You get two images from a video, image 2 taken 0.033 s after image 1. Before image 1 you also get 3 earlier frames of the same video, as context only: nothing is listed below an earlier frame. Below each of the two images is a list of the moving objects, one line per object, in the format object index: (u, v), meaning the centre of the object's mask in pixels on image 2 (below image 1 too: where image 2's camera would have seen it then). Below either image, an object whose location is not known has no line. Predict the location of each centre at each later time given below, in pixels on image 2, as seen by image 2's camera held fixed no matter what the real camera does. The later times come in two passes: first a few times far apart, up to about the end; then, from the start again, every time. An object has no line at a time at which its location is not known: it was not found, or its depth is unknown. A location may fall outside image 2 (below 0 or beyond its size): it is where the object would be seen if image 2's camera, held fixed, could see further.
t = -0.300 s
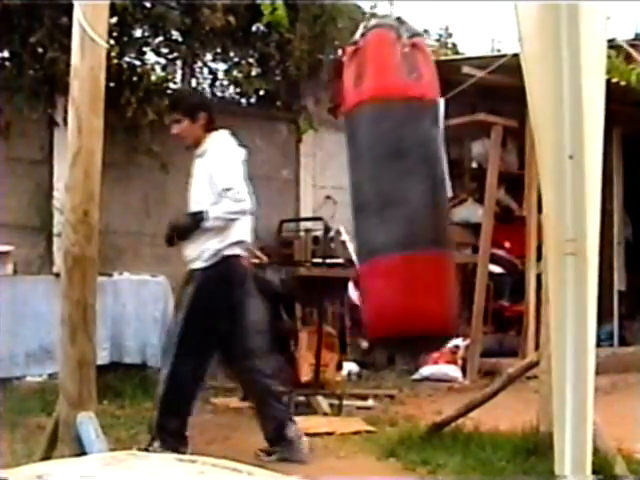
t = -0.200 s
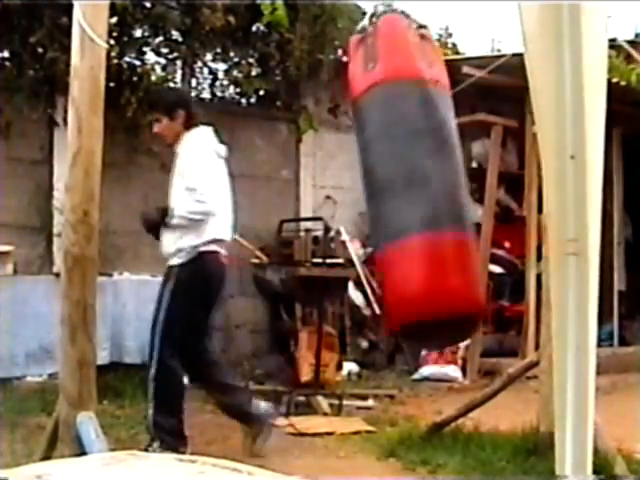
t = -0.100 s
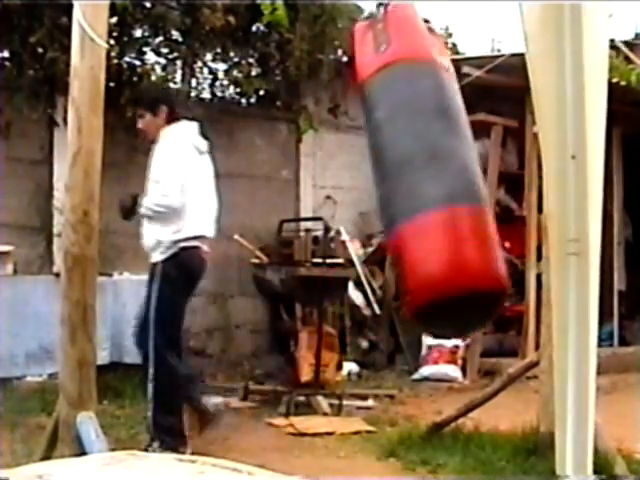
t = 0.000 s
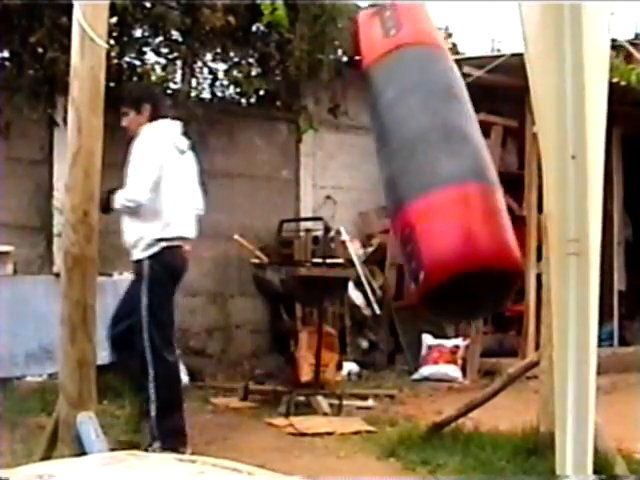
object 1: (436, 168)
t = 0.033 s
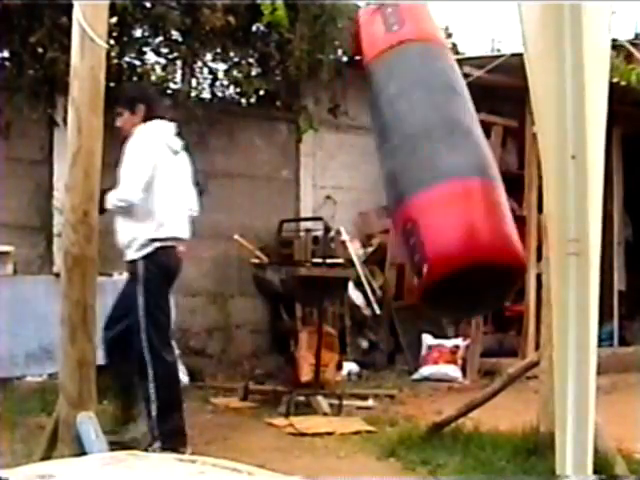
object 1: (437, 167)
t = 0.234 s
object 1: (428, 167)
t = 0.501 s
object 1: (384, 185)
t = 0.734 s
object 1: (349, 193)
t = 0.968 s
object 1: (336, 172)
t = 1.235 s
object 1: (340, 161)
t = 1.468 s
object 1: (356, 170)
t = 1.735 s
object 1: (385, 192)
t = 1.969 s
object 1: (410, 186)
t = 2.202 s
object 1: (418, 170)
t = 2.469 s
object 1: (393, 175)
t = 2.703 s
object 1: (360, 191)
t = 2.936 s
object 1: (343, 190)
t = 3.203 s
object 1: (345, 173)
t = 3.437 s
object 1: (357, 168)
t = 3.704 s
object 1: (377, 182)
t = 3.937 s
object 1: (395, 191)
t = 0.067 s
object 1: (437, 166)
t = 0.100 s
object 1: (437, 165)
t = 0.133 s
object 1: (436, 165)
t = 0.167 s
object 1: (434, 165)
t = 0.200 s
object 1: (431, 165)
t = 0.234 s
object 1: (428, 167)
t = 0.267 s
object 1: (424, 167)
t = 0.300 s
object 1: (419, 170)
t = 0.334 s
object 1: (414, 172)
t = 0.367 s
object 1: (408, 175)
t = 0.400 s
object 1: (402, 177)
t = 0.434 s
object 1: (396, 180)
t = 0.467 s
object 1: (390, 183)
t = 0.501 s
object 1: (384, 185)
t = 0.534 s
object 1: (378, 181)
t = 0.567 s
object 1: (372, 190)
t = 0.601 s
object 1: (367, 190)
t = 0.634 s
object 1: (362, 190)
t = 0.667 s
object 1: (358, 191)
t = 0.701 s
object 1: (353, 192)
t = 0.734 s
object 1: (349, 193)
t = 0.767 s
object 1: (347, 190)
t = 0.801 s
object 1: (343, 188)
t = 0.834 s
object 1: (341, 186)
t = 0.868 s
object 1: (339, 184)
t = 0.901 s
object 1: (337, 180)
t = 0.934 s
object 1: (336, 176)
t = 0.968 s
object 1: (336, 172)
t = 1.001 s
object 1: (336, 169)
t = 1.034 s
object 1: (336, 167)
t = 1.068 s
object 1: (336, 165)
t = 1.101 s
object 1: (336, 164)
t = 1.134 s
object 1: (337, 162)
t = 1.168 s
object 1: (337, 162)
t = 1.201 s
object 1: (339, 161)
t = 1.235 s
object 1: (340, 161)
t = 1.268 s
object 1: (342, 161)
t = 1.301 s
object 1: (344, 161)
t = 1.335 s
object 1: (346, 162)
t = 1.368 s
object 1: (348, 164)
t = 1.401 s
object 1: (350, 166)
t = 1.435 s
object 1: (353, 167)
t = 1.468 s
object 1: (356, 170)
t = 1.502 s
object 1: (359, 175)
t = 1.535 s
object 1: (362, 177)
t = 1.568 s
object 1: (365, 180)
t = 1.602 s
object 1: (369, 183)
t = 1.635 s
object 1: (373, 185)
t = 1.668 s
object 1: (376, 188)
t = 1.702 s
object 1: (380, 190)
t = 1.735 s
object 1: (385, 192)
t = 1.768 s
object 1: (388, 194)
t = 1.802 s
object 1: (392, 193)
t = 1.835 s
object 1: (396, 192)
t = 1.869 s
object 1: (400, 188)
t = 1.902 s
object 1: (404, 191)
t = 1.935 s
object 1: (407, 189)
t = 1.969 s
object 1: (410, 186)
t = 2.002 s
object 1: (413, 184)
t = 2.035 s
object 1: (415, 181)
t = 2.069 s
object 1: (417, 179)
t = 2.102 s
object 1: (418, 177)
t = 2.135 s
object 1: (419, 175)
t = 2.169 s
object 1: (418, 172)
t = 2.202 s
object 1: (418, 170)
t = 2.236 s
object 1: (416, 168)
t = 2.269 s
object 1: (414, 167)
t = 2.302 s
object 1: (412, 167)
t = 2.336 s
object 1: (409, 167)
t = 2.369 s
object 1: (405, 168)
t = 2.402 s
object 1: (402, 170)
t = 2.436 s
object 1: (397, 172)
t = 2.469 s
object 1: (393, 175)
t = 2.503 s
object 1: (388, 178)
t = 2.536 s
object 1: (383, 180)
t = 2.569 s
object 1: (378, 182)
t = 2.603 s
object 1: (373, 184)
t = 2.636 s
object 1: (368, 187)
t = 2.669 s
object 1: (364, 189)
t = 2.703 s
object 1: (360, 191)
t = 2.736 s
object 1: (357, 192)
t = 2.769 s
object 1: (354, 193)
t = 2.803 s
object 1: (351, 194)
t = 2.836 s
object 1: (350, 195)
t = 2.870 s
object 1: (347, 193)
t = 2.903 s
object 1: (345, 191)
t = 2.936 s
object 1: (343, 190)
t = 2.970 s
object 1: (342, 188)
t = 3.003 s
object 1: (342, 187)
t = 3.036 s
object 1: (341, 187)
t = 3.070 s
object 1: (342, 183)
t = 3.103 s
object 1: (342, 181)
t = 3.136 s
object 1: (342, 179)
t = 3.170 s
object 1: (344, 176)
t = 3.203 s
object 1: (345, 173)
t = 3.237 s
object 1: (346, 172)
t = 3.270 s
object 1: (347, 171)
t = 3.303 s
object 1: (349, 170)
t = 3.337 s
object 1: (350, 169)
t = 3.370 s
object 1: (352, 169)
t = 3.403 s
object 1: (355, 168)
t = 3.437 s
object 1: (357, 168)
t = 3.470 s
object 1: (359, 169)
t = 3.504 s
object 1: (362, 170)
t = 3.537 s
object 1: (364, 170)
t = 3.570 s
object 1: (367, 172)
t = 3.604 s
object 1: (370, 174)
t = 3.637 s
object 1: (372, 176)
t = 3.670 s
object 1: (375, 178)
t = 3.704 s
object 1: (377, 182)
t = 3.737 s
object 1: (380, 183)
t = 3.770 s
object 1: (383, 185)
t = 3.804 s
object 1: (385, 186)
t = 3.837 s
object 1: (388, 188)
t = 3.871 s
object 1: (391, 190)
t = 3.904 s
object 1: (393, 190)
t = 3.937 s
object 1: (395, 191)
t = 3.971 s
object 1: (397, 191)
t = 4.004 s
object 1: (399, 191)
